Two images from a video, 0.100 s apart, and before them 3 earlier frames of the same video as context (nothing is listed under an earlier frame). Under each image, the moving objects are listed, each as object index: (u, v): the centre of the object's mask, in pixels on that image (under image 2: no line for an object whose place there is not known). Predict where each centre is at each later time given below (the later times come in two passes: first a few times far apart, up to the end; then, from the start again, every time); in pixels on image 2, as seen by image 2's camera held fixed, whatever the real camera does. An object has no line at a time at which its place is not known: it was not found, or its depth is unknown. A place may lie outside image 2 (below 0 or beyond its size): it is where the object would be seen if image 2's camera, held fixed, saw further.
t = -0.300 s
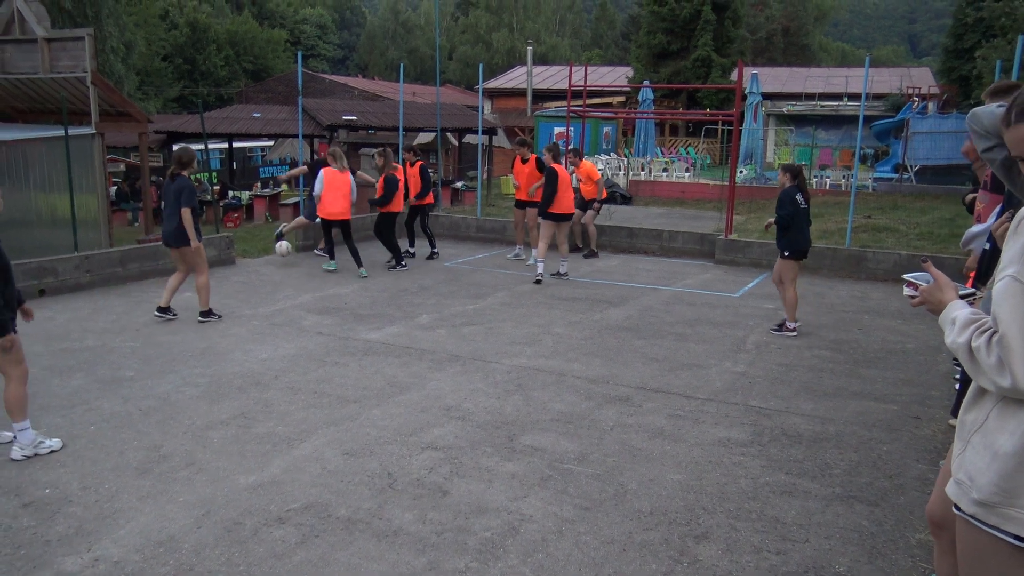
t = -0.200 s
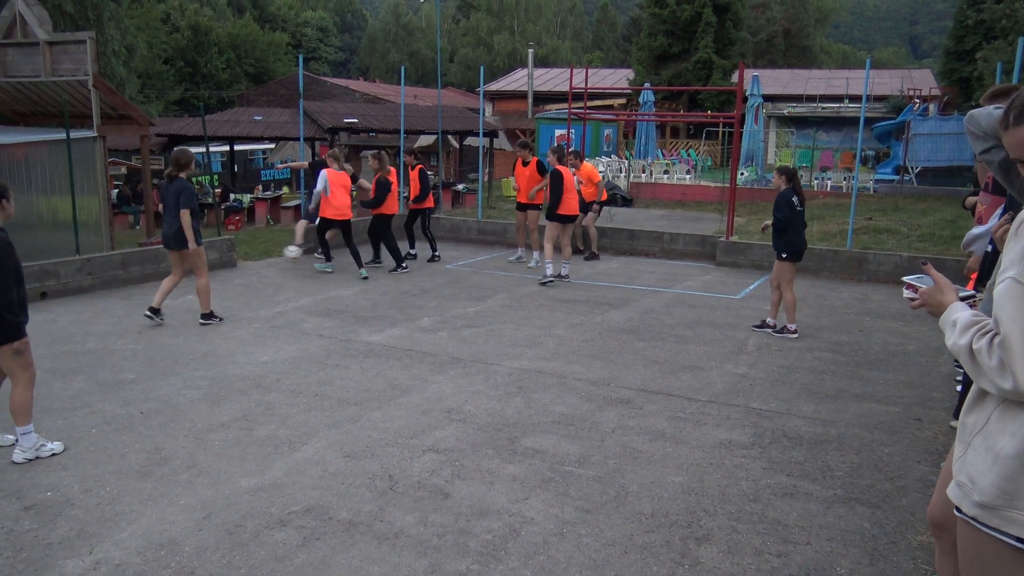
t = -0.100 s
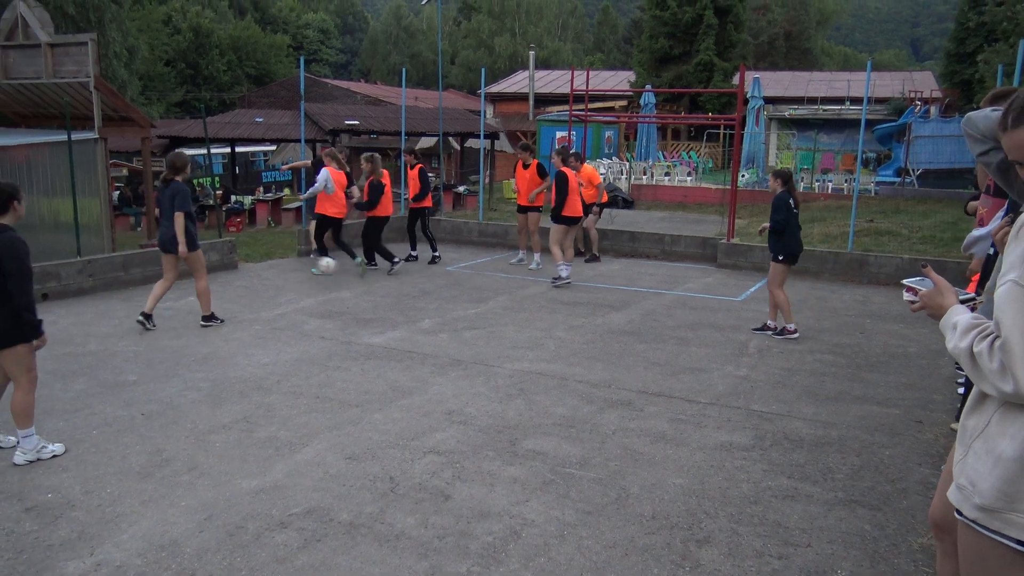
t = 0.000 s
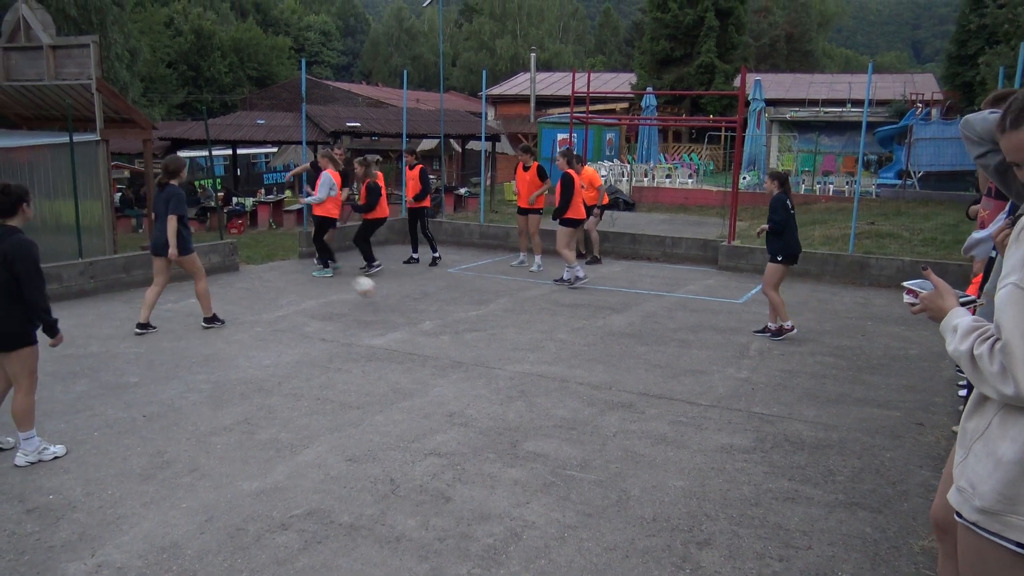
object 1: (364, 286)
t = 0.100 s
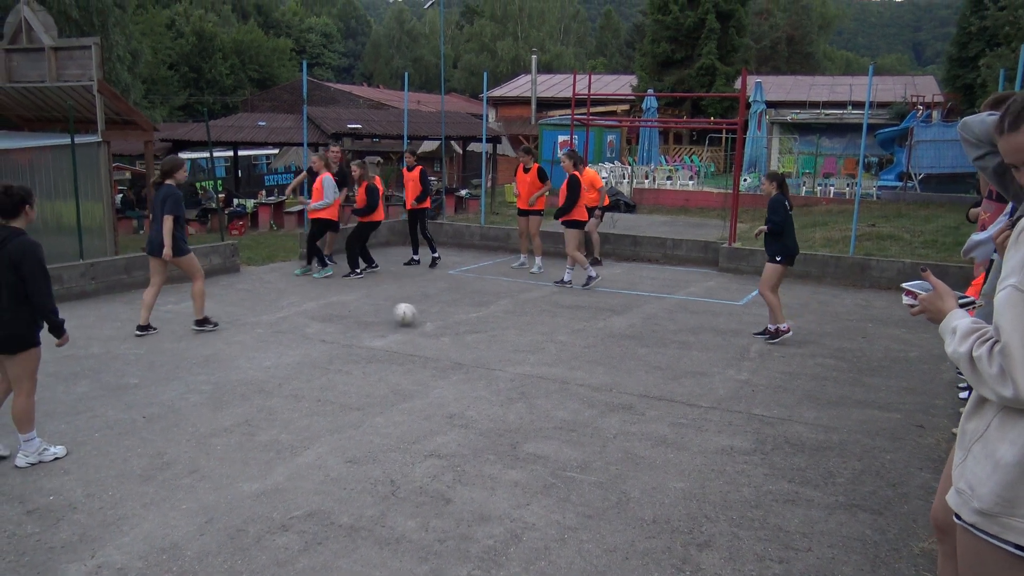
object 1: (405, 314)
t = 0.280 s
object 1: (467, 338)
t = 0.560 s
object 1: (551, 385)
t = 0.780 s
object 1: (622, 424)
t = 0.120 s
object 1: (410, 315)
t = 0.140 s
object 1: (417, 316)
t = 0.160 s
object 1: (423, 317)
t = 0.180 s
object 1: (430, 319)
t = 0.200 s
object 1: (437, 322)
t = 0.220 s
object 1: (444, 325)
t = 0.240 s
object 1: (452, 329)
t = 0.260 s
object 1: (460, 333)
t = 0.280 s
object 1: (467, 338)
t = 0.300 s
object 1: (476, 345)
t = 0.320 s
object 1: (484, 351)
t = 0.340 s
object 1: (492, 356)
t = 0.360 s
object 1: (496, 356)
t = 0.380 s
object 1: (501, 356)
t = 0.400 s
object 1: (507, 357)
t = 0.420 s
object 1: (511, 359)
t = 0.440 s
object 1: (518, 361)
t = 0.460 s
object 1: (522, 363)
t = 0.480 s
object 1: (528, 367)
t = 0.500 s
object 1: (534, 371)
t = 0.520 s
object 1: (539, 374)
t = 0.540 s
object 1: (544, 380)
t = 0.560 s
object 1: (551, 385)
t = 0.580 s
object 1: (557, 392)
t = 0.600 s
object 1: (564, 400)
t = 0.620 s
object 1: (570, 406)
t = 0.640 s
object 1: (577, 407)
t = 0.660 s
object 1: (582, 406)
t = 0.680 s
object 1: (589, 407)
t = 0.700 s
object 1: (595, 408)
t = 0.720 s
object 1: (601, 411)
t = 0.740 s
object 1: (609, 414)
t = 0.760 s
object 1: (616, 420)
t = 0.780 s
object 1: (622, 424)
